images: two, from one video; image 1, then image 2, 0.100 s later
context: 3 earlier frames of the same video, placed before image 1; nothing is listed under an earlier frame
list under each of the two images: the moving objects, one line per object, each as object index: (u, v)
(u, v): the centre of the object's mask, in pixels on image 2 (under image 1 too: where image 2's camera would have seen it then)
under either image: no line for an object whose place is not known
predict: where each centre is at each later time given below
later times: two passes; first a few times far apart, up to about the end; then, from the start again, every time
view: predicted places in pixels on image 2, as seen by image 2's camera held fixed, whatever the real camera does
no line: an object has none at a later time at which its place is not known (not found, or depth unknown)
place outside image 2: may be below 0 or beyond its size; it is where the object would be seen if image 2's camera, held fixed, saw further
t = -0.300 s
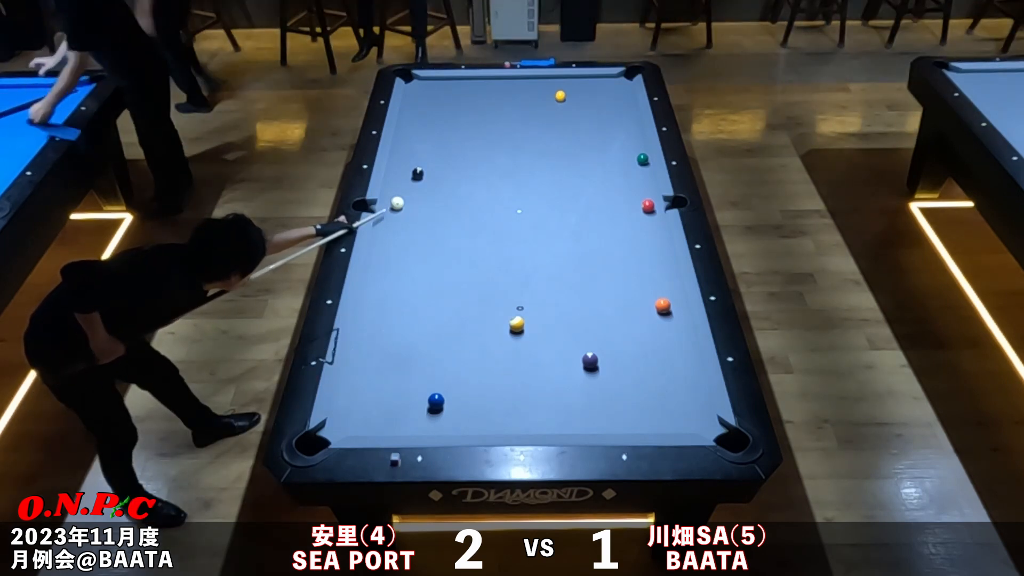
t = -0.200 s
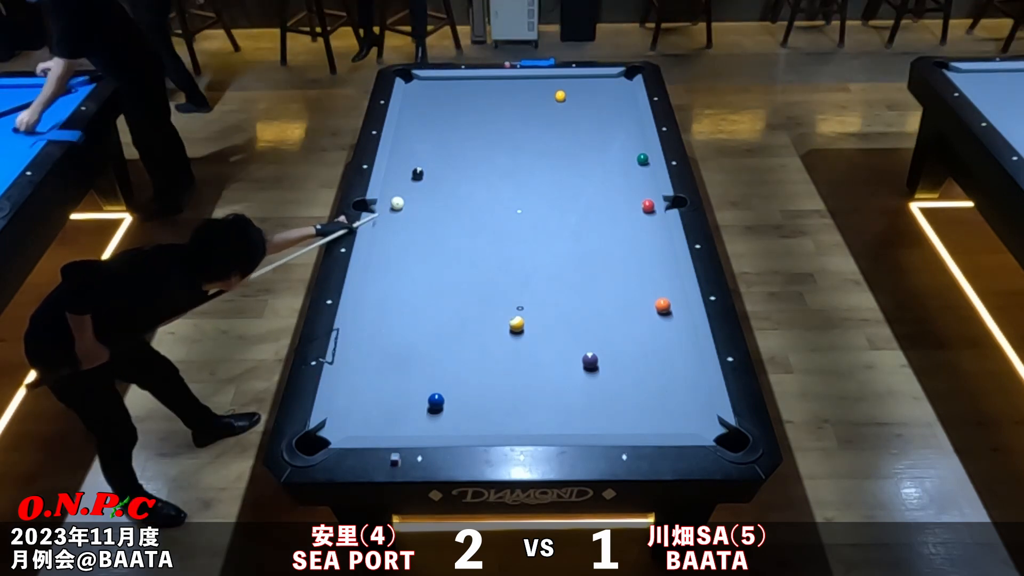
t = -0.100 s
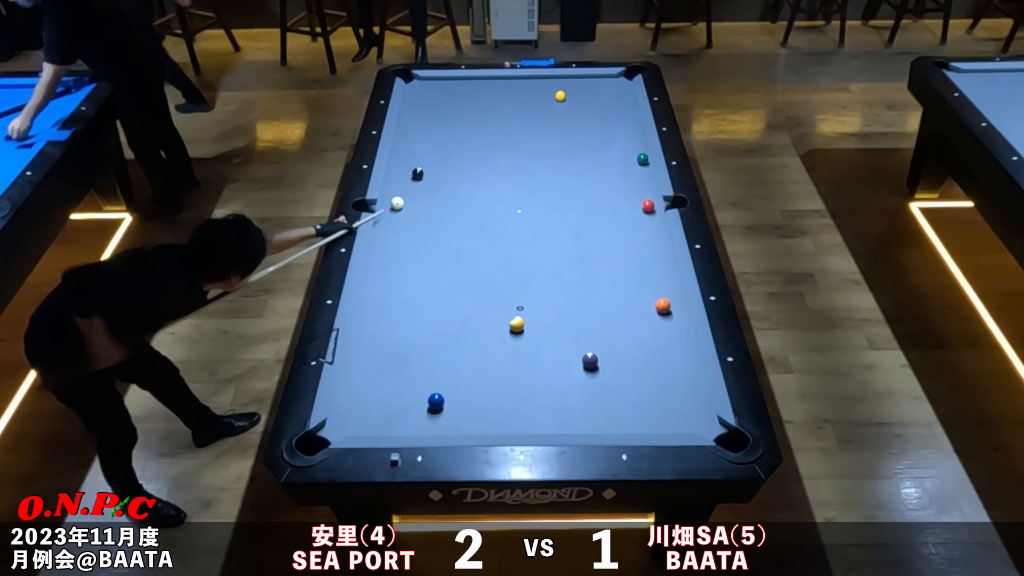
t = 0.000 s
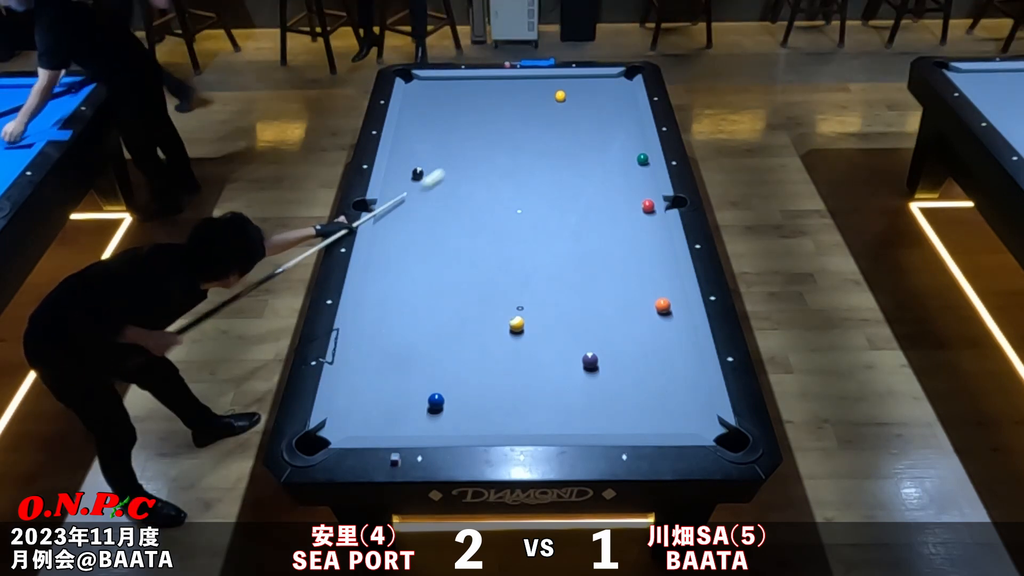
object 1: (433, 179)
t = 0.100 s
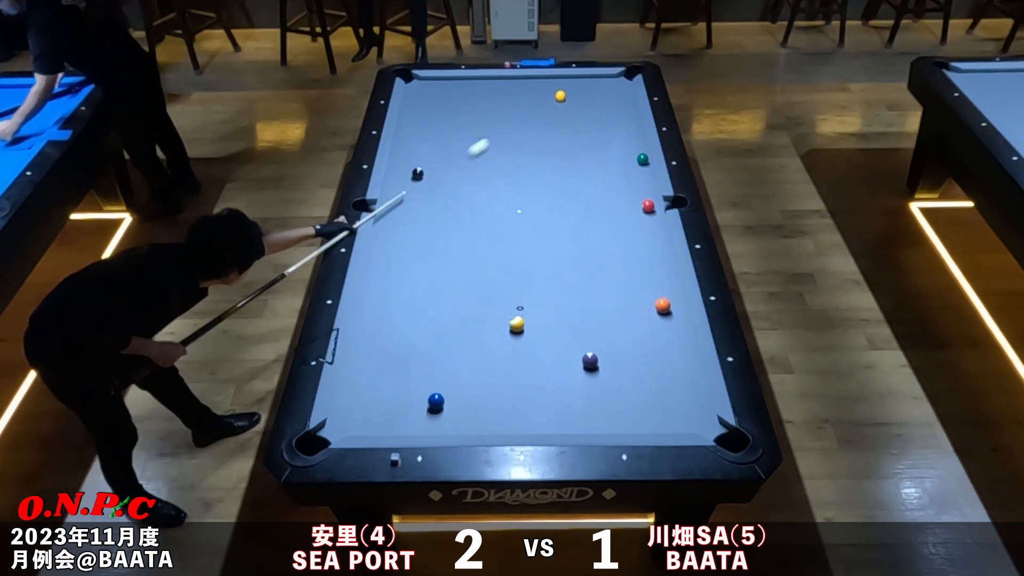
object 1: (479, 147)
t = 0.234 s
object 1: (528, 114)
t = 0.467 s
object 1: (541, 84)
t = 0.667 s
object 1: (541, 86)
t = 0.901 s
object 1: (542, 101)
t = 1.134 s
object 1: (543, 116)
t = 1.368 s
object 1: (544, 131)
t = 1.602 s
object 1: (544, 147)
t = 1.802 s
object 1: (545, 161)
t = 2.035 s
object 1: (546, 177)
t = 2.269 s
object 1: (546, 193)
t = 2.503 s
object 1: (547, 210)
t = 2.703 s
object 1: (548, 225)
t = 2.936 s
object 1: (548, 242)
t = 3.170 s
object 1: (549, 259)
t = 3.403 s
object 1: (550, 276)
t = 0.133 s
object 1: (492, 138)
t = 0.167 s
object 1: (505, 130)
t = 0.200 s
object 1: (517, 122)
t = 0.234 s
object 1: (528, 114)
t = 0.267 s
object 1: (539, 107)
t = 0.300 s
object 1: (549, 100)
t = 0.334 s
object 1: (548, 96)
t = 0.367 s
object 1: (546, 93)
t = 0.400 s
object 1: (544, 91)
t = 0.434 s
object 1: (542, 88)
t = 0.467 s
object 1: (541, 84)
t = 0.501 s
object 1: (541, 81)
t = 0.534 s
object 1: (541, 78)
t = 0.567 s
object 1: (541, 79)
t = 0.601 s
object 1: (541, 82)
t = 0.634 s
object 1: (541, 84)
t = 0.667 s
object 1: (541, 86)
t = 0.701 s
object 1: (541, 88)
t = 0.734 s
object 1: (541, 90)
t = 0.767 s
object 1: (541, 92)
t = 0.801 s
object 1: (541, 95)
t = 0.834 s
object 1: (542, 97)
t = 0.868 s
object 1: (542, 99)
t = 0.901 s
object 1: (542, 101)
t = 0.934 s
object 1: (542, 103)
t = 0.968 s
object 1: (542, 105)
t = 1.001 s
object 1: (542, 107)
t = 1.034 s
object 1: (542, 110)
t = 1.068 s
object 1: (543, 112)
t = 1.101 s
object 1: (543, 114)
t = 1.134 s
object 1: (543, 116)
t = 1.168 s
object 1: (543, 118)
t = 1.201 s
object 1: (543, 120)
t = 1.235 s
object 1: (543, 123)
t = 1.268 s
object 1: (543, 125)
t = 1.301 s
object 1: (543, 127)
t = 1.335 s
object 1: (543, 129)
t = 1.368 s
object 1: (544, 131)
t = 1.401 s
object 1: (544, 134)
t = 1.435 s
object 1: (544, 136)
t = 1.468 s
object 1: (544, 138)
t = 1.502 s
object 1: (544, 140)
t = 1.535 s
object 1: (544, 142)
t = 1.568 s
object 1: (544, 145)
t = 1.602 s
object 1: (544, 147)
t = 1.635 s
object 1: (544, 149)
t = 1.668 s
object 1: (544, 151)
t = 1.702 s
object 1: (545, 154)
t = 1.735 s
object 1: (545, 156)
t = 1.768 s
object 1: (545, 158)
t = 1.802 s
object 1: (545, 161)
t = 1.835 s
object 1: (545, 163)
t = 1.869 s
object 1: (545, 165)
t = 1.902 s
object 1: (545, 167)
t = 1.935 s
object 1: (545, 170)
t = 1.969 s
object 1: (545, 172)
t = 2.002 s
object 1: (546, 174)
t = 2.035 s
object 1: (546, 177)
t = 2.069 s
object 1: (546, 179)
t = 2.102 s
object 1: (546, 181)
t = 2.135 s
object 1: (546, 184)
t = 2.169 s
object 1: (546, 186)
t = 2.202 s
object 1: (546, 188)
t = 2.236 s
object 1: (546, 191)
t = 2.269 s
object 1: (546, 193)
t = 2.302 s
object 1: (547, 196)
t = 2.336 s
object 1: (547, 198)
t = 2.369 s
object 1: (547, 200)
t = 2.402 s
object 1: (547, 203)
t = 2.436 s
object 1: (547, 205)
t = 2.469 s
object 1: (547, 207)
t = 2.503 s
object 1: (547, 210)
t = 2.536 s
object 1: (547, 212)
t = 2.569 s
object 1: (547, 215)
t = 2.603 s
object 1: (548, 217)
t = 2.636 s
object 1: (548, 220)
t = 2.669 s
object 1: (548, 222)
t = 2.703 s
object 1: (548, 225)
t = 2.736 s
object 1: (548, 227)
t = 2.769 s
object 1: (548, 229)
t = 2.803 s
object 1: (548, 232)
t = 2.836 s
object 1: (548, 234)
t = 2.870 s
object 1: (548, 237)
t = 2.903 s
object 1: (548, 239)
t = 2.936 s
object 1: (548, 242)
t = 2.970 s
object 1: (548, 244)
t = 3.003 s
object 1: (549, 246)
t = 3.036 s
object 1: (549, 249)
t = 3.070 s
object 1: (549, 251)
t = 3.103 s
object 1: (549, 254)
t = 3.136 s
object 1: (549, 256)
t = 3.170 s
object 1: (549, 259)
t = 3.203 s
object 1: (549, 261)
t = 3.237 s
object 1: (550, 263)
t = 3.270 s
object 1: (550, 266)
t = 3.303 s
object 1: (550, 269)
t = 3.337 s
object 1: (550, 271)
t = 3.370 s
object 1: (550, 274)
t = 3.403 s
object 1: (550, 276)
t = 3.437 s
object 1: (550, 278)
